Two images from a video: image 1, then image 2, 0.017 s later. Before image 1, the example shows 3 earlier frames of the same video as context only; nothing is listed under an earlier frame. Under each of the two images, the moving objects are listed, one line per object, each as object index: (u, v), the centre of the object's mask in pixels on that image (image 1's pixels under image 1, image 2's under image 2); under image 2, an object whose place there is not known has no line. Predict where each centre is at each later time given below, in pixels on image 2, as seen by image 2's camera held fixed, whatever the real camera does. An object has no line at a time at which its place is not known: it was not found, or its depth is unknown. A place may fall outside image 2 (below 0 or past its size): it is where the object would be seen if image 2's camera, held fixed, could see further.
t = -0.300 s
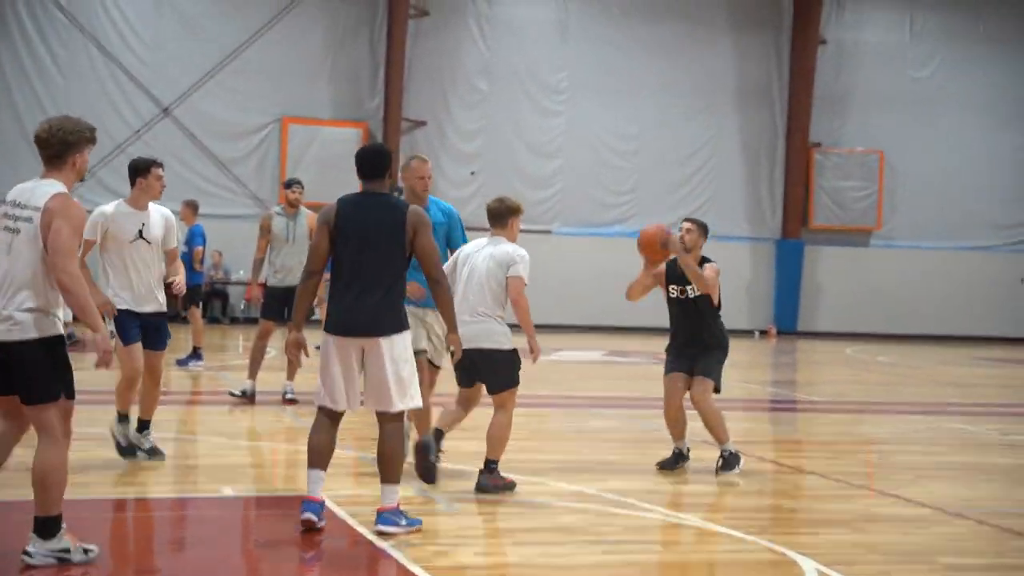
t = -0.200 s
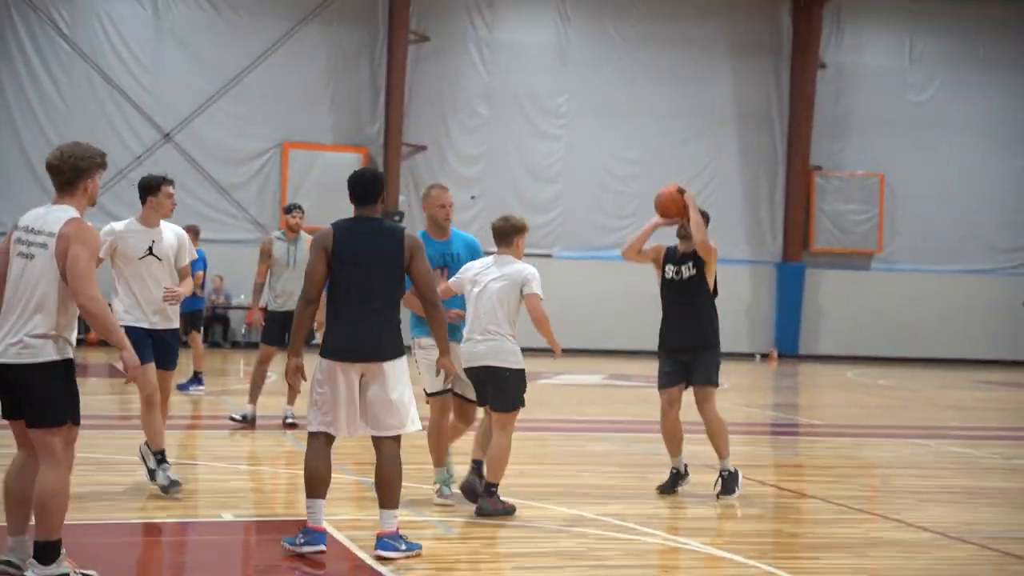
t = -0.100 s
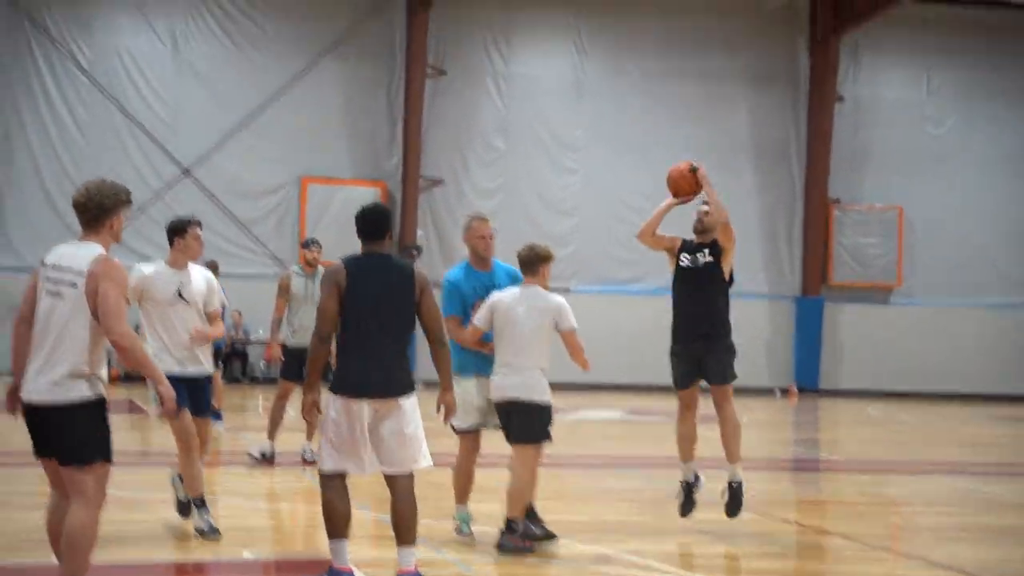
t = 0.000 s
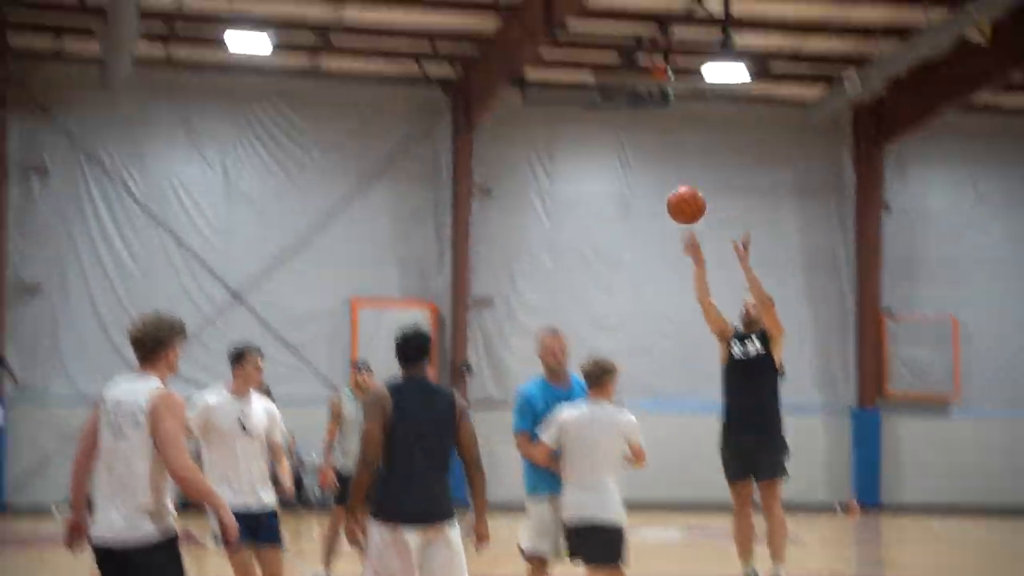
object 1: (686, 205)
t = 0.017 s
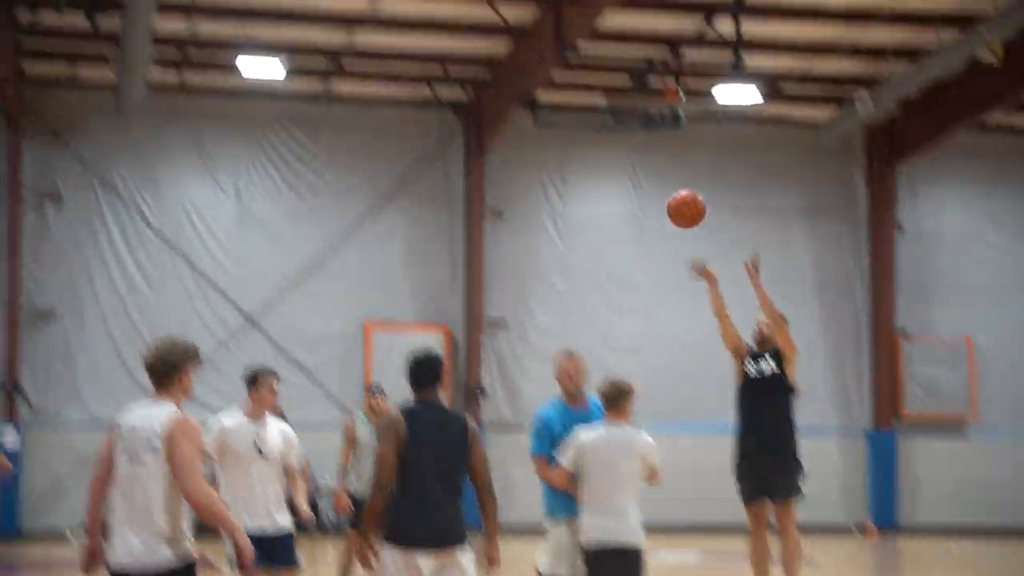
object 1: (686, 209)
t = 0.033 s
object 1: (672, 192)
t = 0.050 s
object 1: (660, 175)
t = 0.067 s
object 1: (648, 157)
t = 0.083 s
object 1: (635, 142)
